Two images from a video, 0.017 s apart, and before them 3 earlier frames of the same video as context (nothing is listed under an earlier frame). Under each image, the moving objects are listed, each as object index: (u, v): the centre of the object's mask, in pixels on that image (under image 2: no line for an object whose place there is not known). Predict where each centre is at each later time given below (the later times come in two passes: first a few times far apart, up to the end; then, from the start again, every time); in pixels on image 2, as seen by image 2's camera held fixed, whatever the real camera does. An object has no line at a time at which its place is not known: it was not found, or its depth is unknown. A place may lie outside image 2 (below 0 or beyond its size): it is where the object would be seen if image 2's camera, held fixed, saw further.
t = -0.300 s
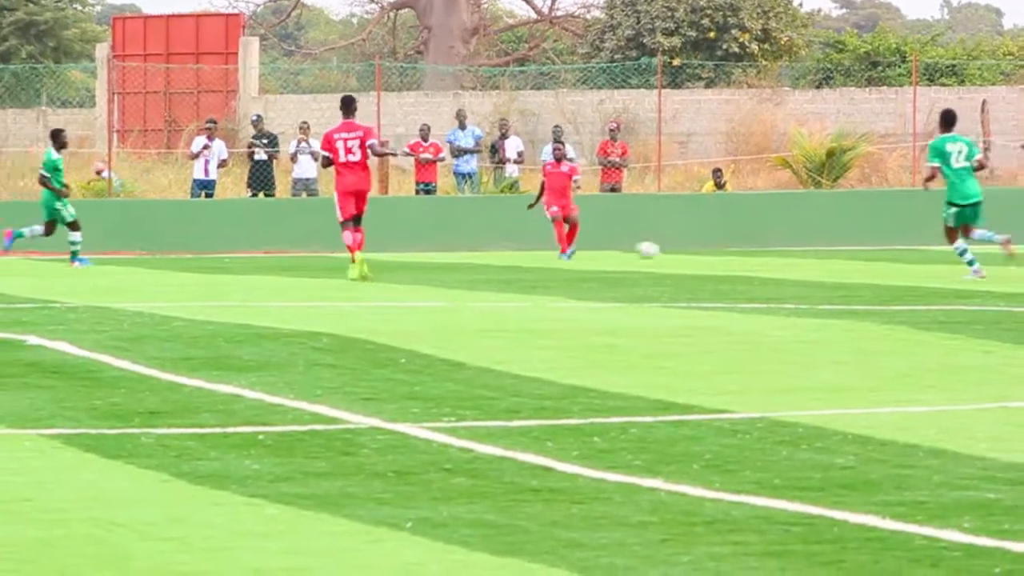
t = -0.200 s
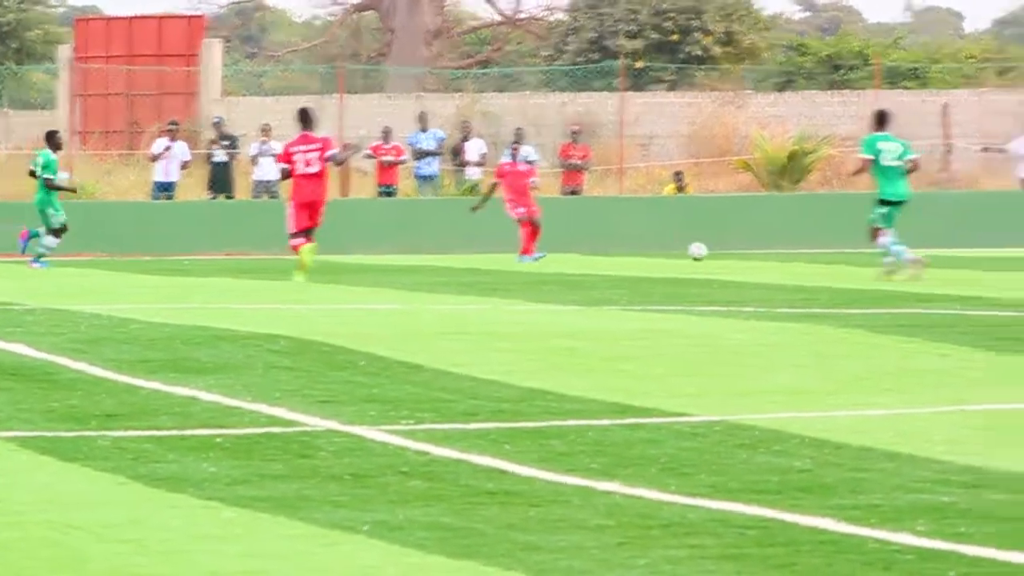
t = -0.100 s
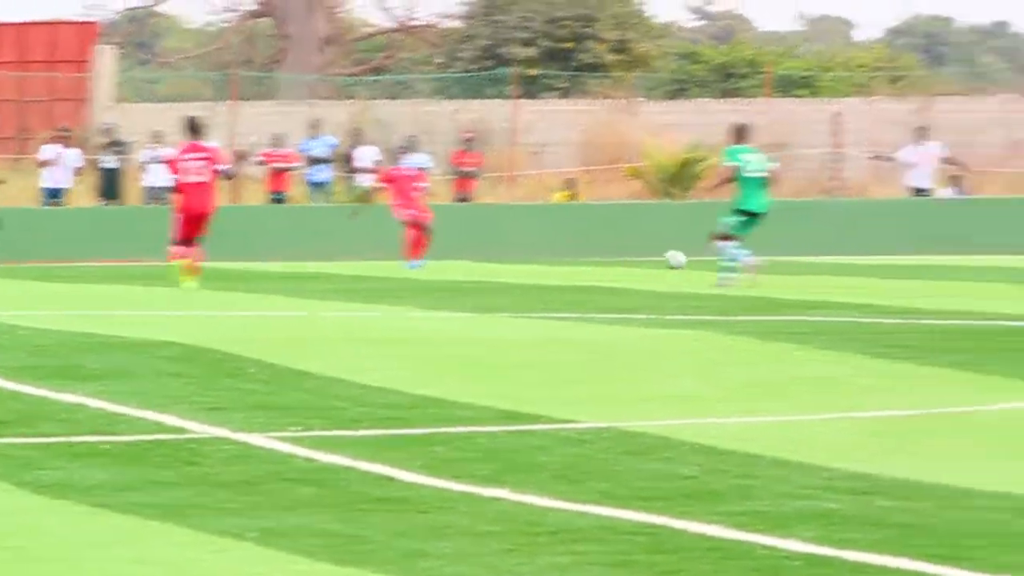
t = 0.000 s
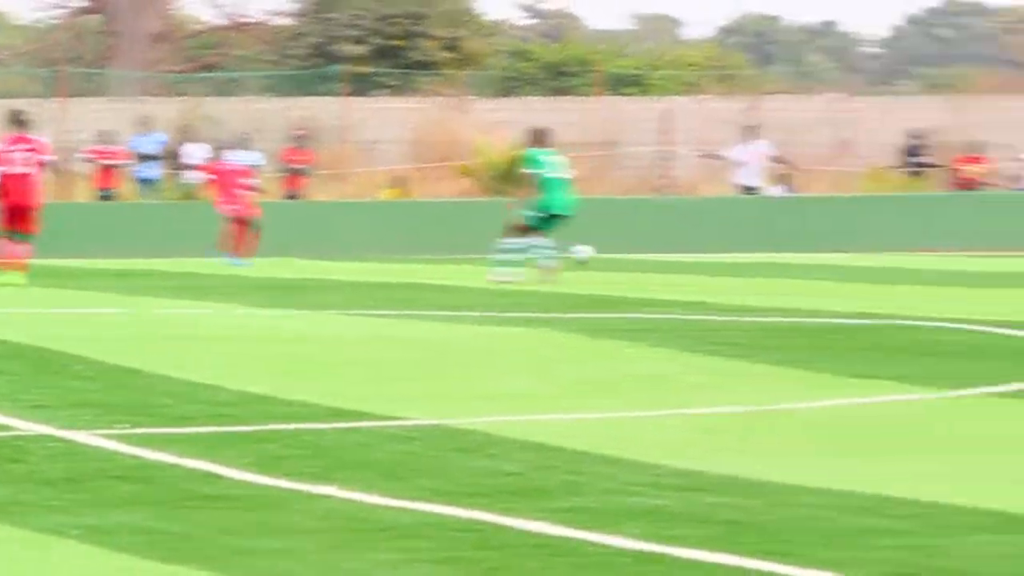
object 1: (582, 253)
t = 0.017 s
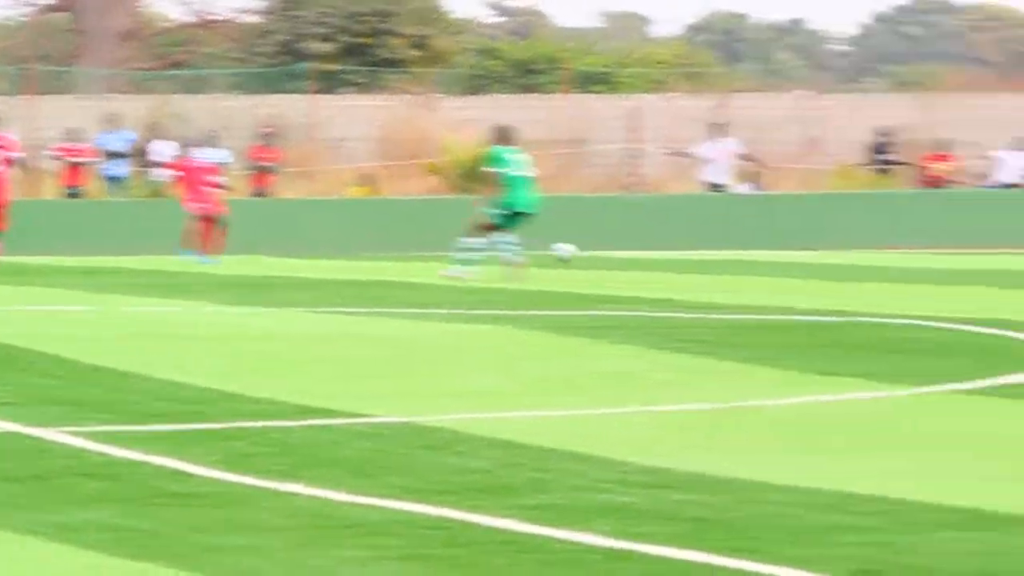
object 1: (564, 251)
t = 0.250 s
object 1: (721, 256)
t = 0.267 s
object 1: (732, 257)
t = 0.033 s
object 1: (572, 252)
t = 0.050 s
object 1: (583, 252)
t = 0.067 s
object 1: (596, 253)
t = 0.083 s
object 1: (609, 254)
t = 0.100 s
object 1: (619, 255)
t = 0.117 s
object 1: (630, 254)
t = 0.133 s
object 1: (643, 254)
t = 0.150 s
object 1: (654, 254)
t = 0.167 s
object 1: (664, 255)
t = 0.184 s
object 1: (676, 254)
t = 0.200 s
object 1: (688, 255)
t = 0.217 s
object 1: (698, 255)
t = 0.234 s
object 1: (710, 256)
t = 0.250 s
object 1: (721, 256)
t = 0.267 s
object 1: (732, 257)
